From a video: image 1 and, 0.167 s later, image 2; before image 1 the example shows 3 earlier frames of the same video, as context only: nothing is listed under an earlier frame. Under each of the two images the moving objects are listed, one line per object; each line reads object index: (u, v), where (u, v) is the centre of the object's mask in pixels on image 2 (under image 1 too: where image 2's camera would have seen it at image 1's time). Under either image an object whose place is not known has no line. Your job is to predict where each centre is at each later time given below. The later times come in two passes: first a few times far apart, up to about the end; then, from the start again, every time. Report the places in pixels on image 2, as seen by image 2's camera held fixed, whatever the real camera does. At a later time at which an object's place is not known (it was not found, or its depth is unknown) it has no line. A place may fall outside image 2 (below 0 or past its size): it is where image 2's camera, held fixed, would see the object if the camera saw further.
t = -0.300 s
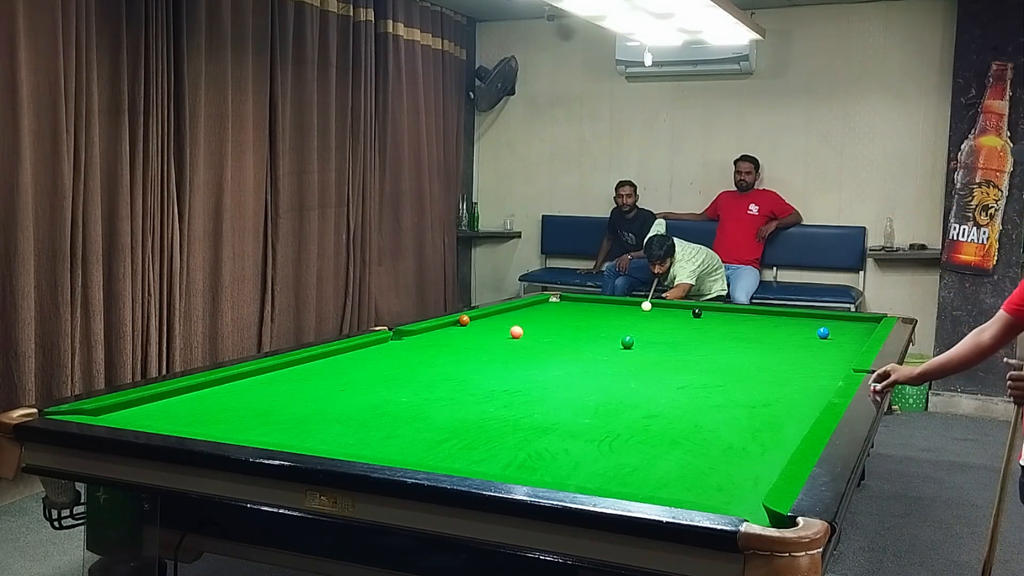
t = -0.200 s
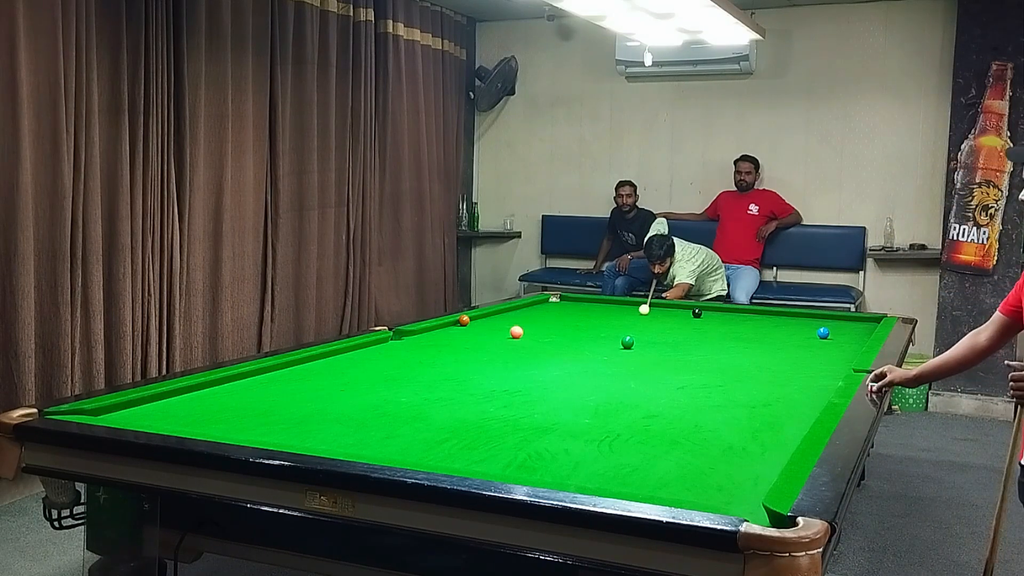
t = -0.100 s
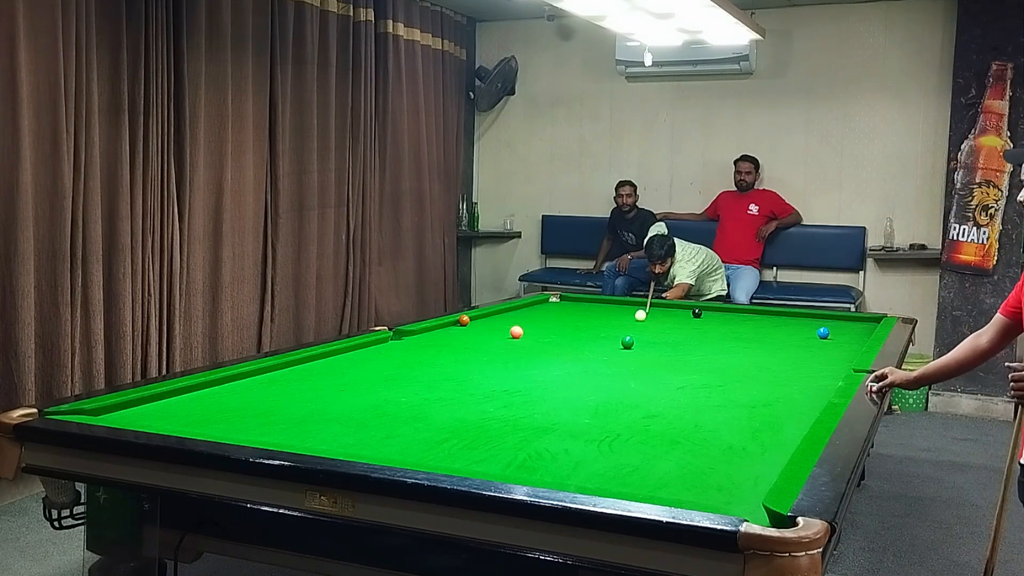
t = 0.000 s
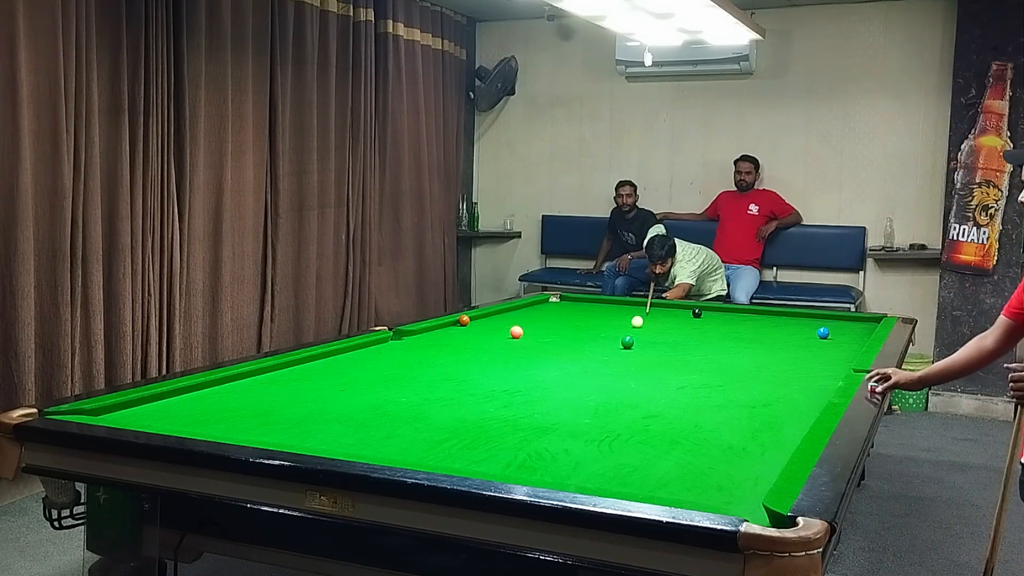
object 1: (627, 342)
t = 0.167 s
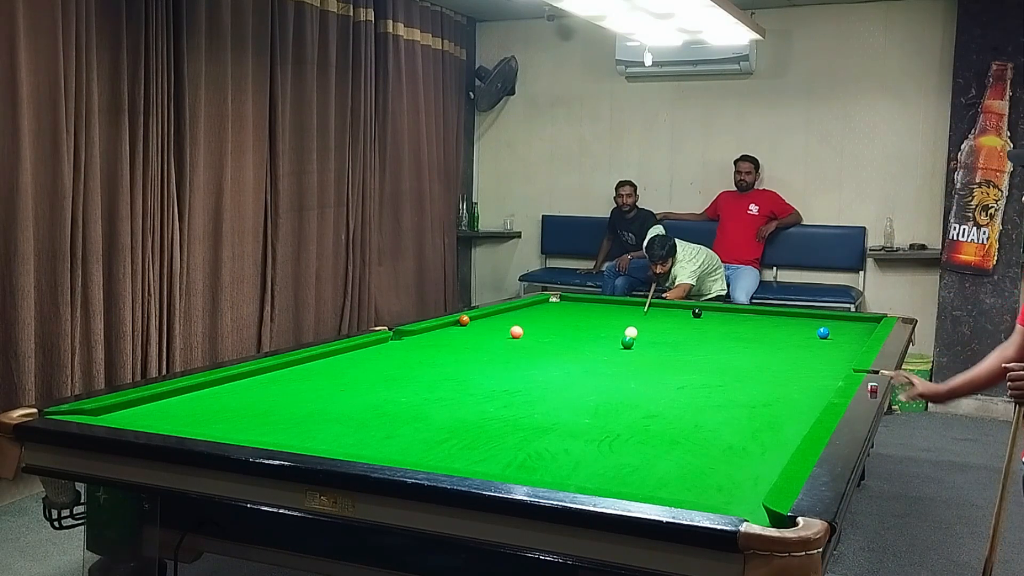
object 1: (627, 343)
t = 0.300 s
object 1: (627, 346)
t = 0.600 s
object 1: (630, 368)
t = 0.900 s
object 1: (632, 394)
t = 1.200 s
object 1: (636, 427)
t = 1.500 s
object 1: (640, 469)
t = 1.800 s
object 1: (677, 483)
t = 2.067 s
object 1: (728, 463)
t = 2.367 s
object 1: (774, 444)
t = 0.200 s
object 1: (627, 342)
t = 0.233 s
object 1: (627, 342)
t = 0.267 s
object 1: (627, 343)
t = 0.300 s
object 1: (627, 346)
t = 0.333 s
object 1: (628, 348)
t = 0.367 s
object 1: (628, 351)
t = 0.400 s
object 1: (629, 353)
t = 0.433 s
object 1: (629, 356)
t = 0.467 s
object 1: (629, 359)
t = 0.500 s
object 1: (629, 361)
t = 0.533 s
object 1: (629, 363)
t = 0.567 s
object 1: (629, 366)
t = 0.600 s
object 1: (630, 368)
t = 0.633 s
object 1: (630, 371)
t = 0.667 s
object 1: (630, 374)
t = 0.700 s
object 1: (630, 376)
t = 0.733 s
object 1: (631, 379)
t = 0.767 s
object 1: (631, 382)
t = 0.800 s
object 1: (631, 385)
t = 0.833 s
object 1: (631, 388)
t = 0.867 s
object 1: (632, 391)
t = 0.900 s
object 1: (632, 394)
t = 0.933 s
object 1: (633, 397)
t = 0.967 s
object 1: (633, 400)
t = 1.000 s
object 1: (633, 404)
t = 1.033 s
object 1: (634, 407)
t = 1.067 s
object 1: (634, 411)
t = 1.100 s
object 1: (635, 415)
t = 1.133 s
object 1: (635, 418)
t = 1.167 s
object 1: (635, 422)
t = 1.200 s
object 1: (636, 427)
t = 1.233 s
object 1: (636, 431)
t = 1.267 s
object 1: (637, 435)
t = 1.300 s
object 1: (637, 439)
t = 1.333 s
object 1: (638, 444)
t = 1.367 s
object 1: (638, 449)
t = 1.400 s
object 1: (639, 453)
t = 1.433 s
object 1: (639, 459)
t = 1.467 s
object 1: (640, 464)
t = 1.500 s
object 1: (640, 469)
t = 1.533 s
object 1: (641, 475)
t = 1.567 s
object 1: (642, 480)
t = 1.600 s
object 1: (642, 484)
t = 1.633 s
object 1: (644, 487)
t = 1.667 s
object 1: (647, 488)
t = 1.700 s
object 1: (656, 487)
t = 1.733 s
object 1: (663, 486)
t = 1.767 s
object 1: (670, 485)
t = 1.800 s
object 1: (677, 483)
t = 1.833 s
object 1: (685, 480)
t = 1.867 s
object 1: (691, 477)
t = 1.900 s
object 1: (698, 475)
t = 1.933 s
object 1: (704, 472)
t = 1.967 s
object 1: (710, 470)
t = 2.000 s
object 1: (716, 468)
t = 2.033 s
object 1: (722, 465)
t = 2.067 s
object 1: (728, 463)
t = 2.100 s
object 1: (734, 461)
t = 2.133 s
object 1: (739, 459)
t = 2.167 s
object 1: (745, 456)
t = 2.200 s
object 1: (750, 454)
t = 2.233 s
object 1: (755, 452)
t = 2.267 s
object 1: (760, 450)
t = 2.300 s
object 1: (765, 448)
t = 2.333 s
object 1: (770, 446)
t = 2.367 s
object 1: (774, 444)
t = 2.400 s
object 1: (780, 442)
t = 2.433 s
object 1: (784, 441)
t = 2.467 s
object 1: (788, 439)
